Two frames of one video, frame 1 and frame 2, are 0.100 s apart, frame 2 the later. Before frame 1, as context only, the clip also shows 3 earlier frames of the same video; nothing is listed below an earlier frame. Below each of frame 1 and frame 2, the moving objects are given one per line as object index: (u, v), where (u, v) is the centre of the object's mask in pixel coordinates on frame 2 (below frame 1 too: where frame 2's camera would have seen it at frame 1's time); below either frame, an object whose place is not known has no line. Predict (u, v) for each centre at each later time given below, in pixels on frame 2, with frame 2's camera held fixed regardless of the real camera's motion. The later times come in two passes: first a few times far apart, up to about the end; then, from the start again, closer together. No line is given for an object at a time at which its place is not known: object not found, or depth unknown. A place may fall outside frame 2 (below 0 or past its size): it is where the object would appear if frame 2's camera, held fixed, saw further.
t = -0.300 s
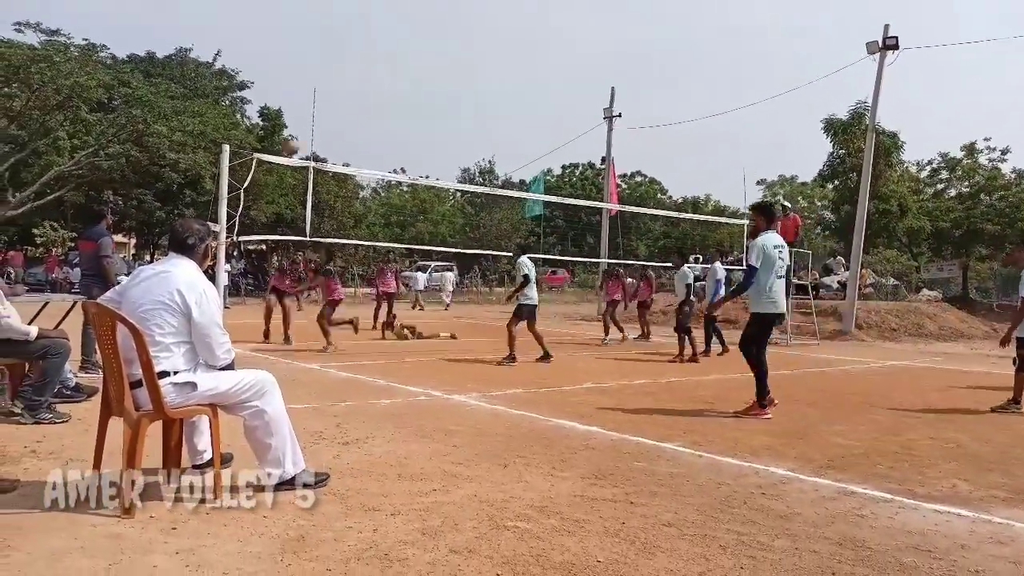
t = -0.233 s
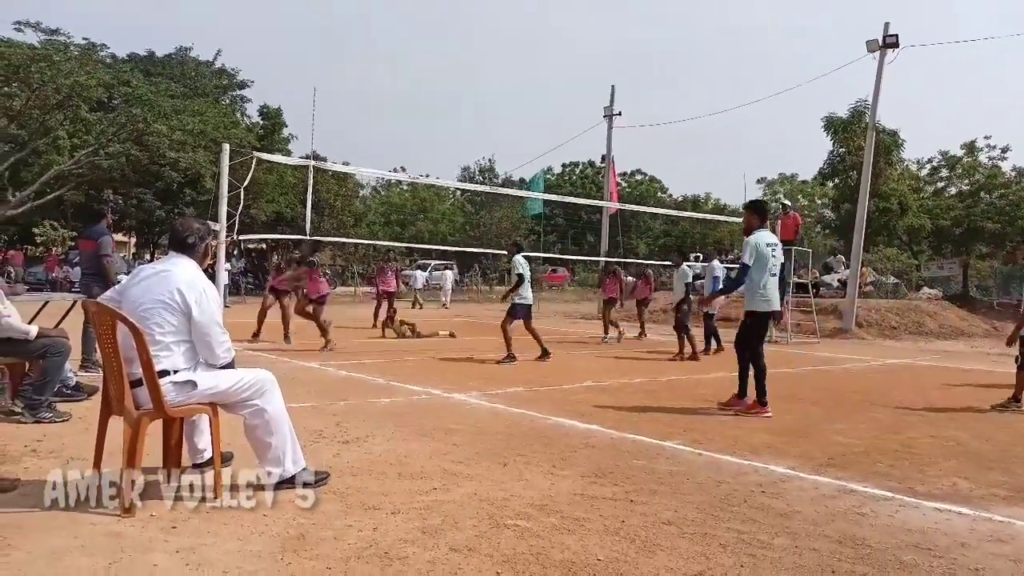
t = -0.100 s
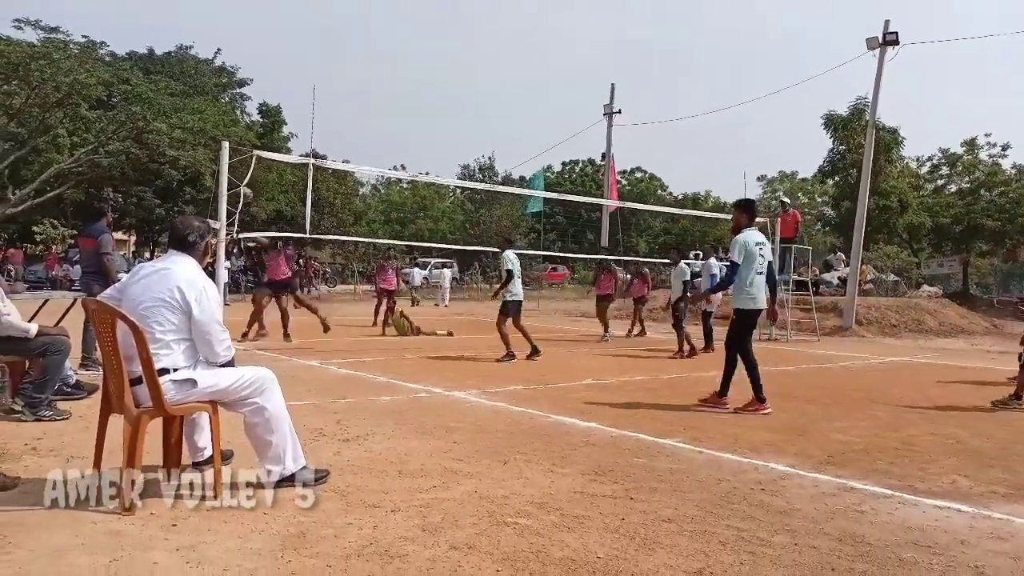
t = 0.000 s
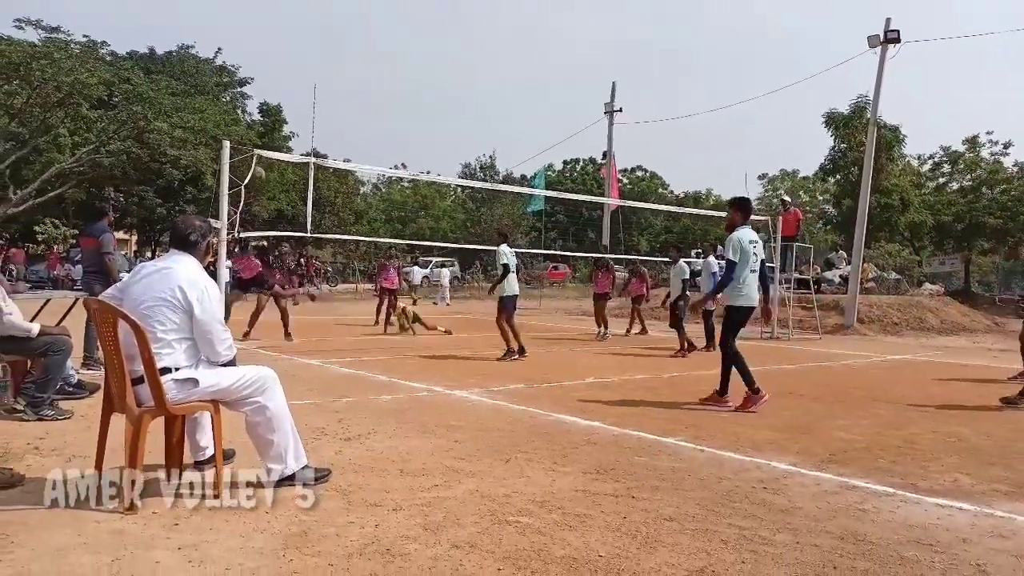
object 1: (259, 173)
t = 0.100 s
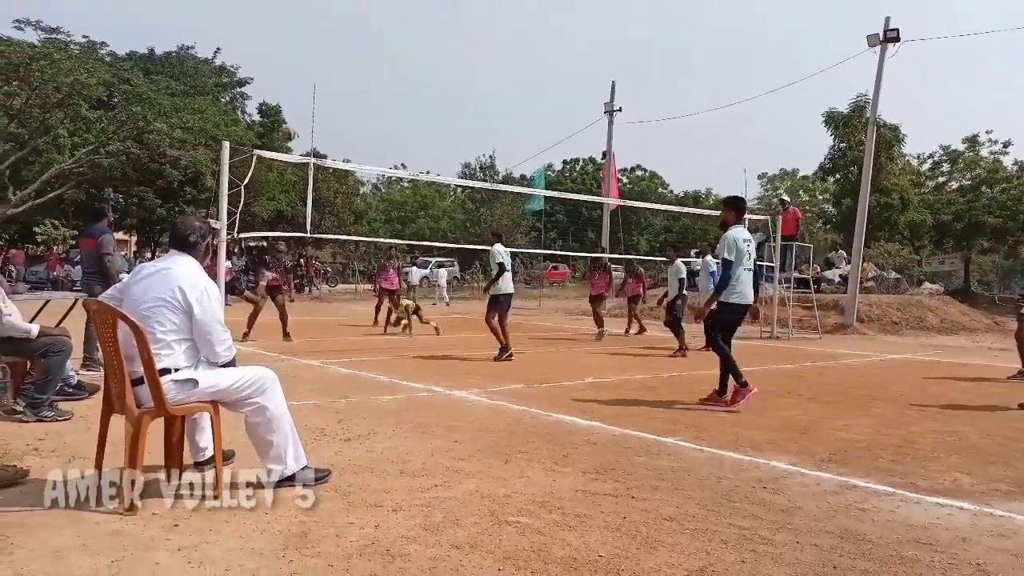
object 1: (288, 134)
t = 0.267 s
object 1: (333, 88)
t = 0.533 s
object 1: (393, 63)
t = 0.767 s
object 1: (435, 81)
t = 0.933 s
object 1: (460, 110)
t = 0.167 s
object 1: (306, 111)
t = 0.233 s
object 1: (325, 94)
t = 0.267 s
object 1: (333, 88)
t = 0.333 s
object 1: (349, 76)
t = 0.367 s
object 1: (357, 72)
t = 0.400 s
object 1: (364, 69)
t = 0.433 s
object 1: (371, 66)
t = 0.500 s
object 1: (386, 64)
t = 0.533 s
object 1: (393, 63)
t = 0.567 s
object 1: (399, 64)
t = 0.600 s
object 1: (406, 65)
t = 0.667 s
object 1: (418, 69)
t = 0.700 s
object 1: (424, 73)
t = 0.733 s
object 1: (429, 77)
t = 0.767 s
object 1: (435, 81)
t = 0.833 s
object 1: (445, 91)
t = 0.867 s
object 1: (450, 96)
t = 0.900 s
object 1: (455, 103)
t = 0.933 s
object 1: (460, 110)
